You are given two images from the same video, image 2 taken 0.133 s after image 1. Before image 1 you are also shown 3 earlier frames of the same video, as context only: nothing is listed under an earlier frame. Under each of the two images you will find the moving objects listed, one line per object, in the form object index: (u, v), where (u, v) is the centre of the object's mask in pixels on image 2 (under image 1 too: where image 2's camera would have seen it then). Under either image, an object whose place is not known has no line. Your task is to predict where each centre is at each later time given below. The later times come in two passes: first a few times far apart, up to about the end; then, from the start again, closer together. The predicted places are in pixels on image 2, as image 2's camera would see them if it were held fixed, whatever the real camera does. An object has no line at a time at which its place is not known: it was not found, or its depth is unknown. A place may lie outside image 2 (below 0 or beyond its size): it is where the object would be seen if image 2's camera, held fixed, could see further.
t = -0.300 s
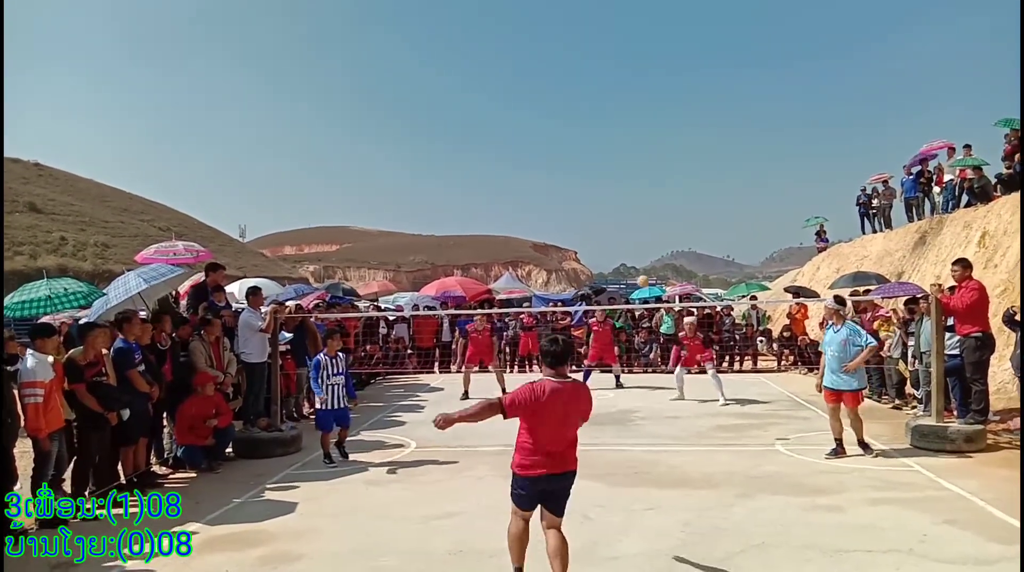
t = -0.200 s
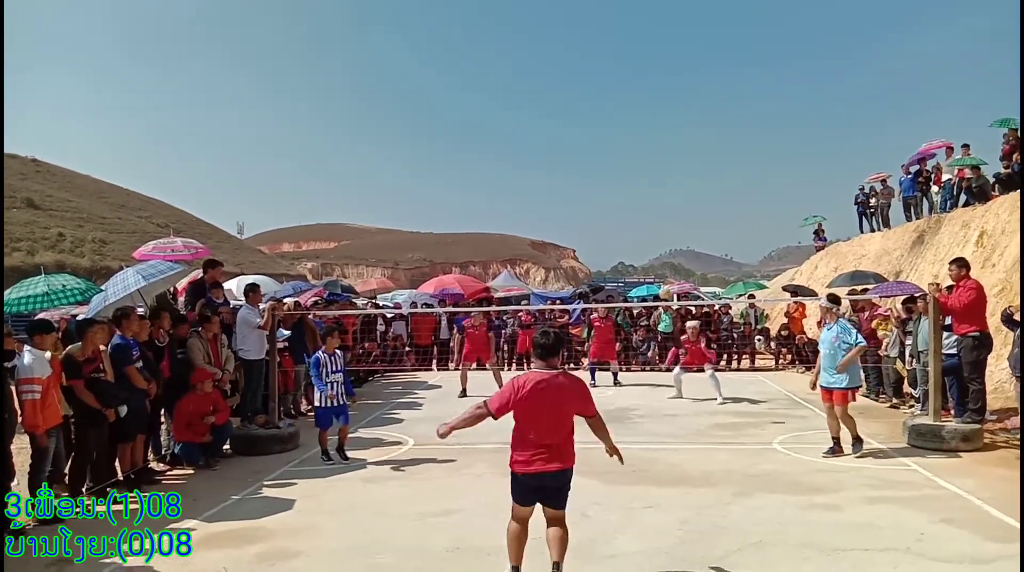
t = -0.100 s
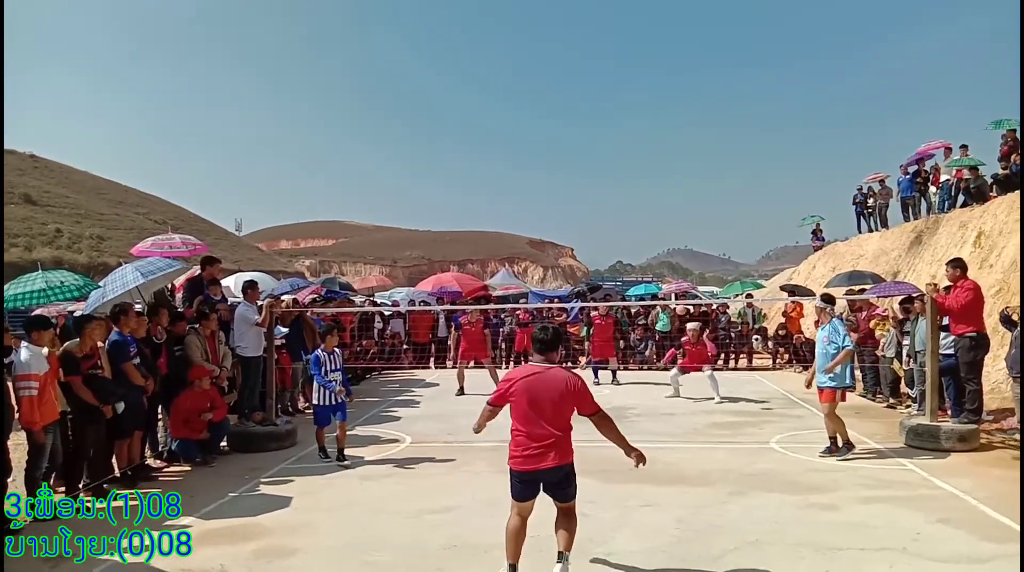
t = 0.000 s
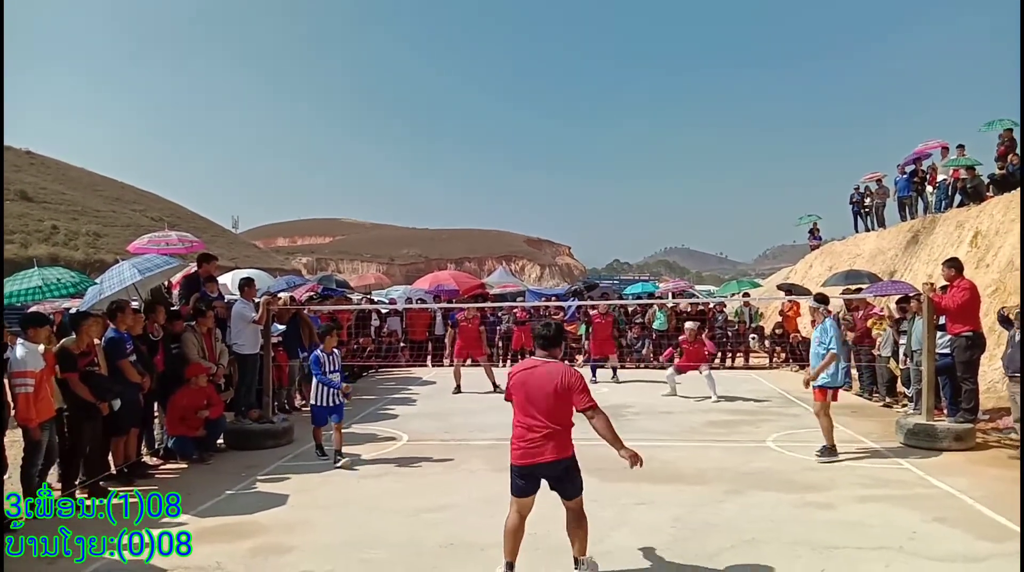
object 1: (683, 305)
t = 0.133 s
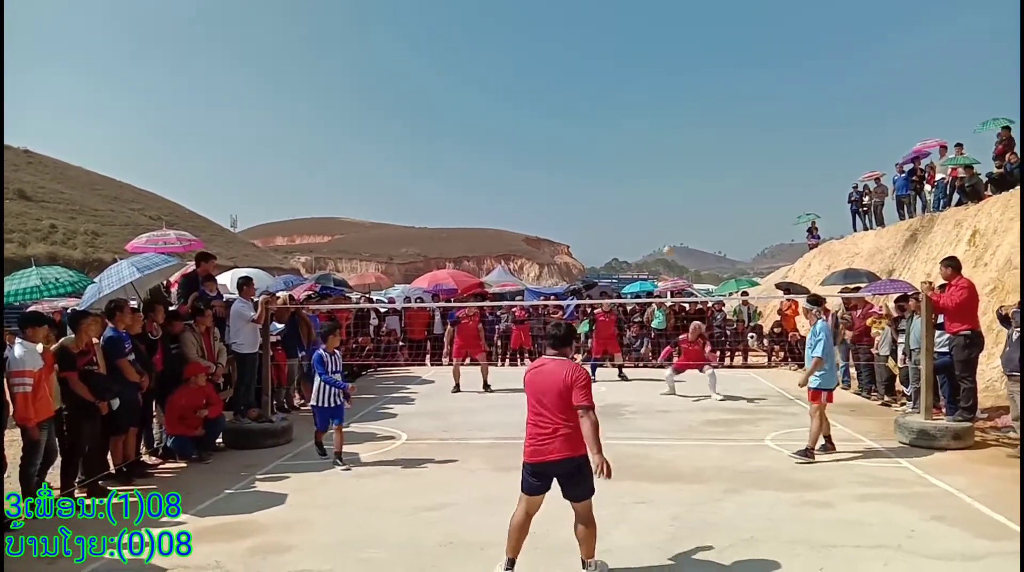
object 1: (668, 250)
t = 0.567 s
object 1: (619, 161)
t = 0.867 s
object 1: (587, 176)
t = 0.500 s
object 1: (626, 166)
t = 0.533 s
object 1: (623, 163)
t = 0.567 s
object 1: (619, 161)
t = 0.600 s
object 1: (616, 160)
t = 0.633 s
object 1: (612, 159)
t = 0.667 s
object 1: (608, 159)
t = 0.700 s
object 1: (605, 160)
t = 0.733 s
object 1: (601, 161)
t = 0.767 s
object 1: (598, 164)
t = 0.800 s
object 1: (594, 167)
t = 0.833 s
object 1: (590, 171)
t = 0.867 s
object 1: (587, 176)
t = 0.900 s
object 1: (583, 181)
